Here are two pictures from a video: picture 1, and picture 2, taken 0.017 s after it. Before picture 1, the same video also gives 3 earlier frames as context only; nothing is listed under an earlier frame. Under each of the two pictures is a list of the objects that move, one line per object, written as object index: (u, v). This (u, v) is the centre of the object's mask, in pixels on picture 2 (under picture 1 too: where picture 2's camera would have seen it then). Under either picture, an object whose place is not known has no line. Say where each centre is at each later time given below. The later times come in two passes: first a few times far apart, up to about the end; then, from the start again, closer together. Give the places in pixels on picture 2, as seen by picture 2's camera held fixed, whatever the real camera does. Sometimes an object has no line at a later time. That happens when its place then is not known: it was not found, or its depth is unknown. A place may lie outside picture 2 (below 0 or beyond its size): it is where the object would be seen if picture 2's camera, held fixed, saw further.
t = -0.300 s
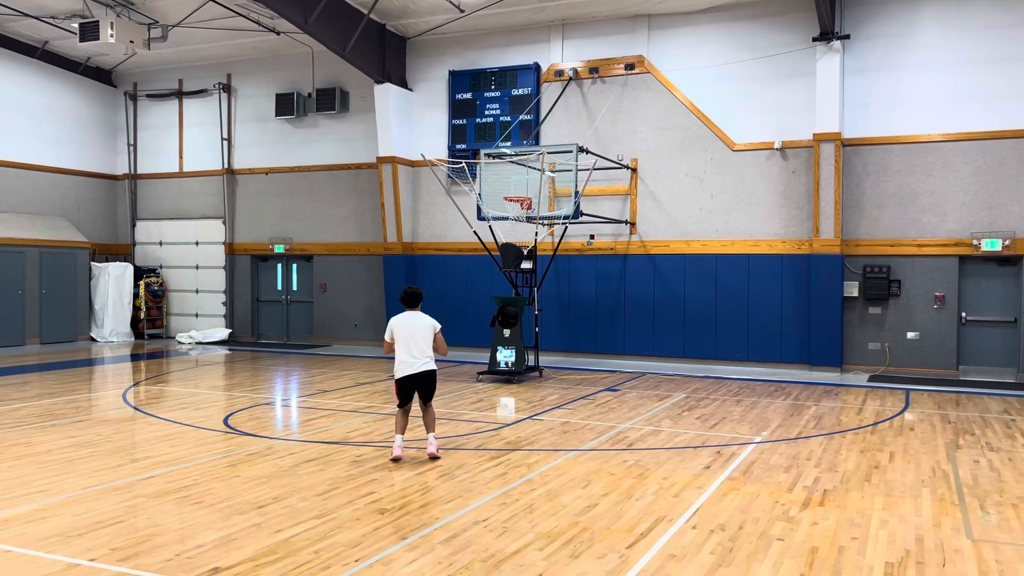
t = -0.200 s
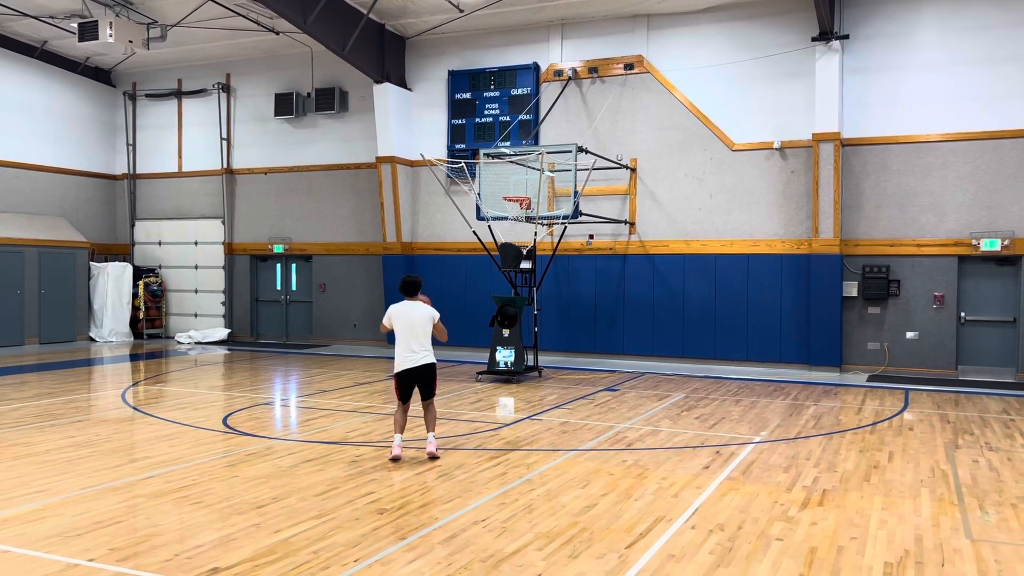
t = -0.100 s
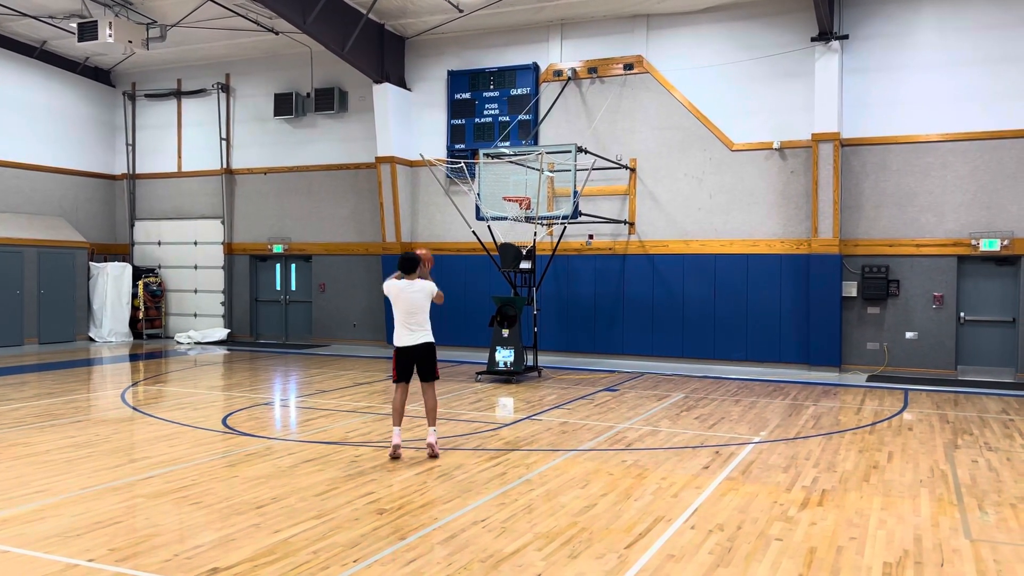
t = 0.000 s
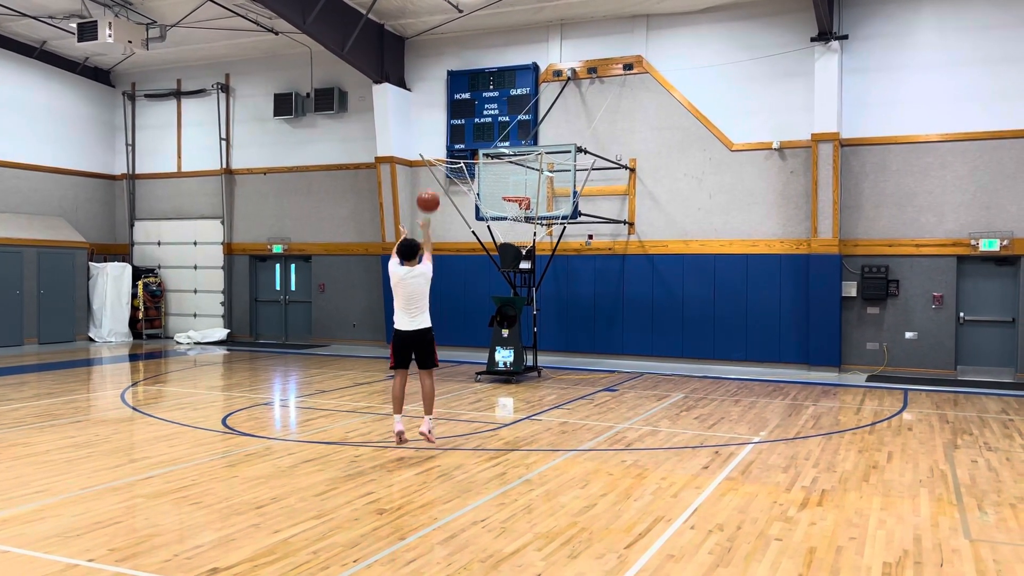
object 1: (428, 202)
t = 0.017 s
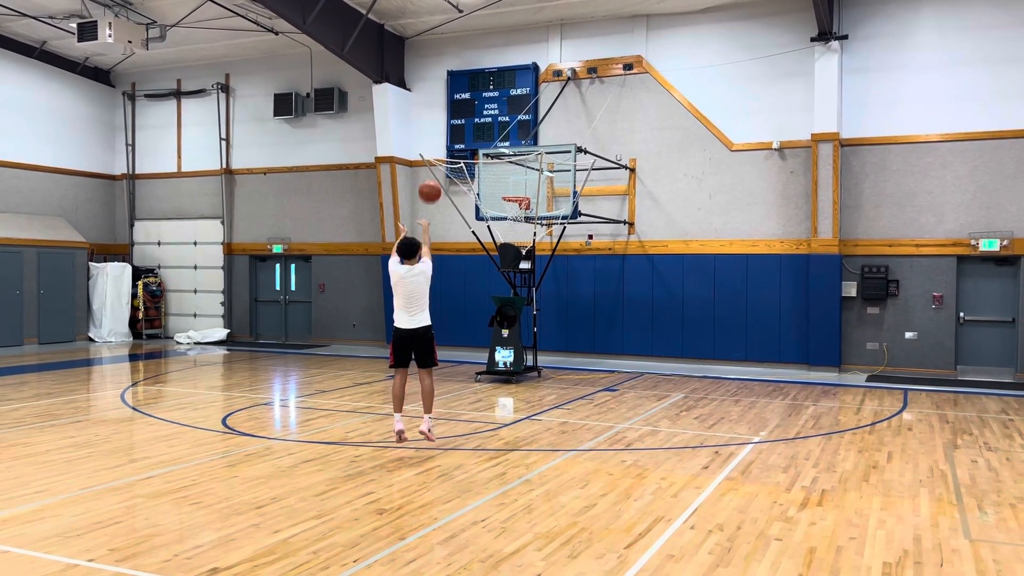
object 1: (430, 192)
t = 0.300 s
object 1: (454, 86)
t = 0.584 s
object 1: (474, 61)
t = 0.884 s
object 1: (490, 98)
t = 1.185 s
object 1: (503, 179)
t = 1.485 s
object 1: (525, 179)
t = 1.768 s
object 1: (525, 196)
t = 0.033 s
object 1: (432, 182)
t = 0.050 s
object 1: (433, 174)
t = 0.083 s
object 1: (436, 157)
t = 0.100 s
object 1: (438, 150)
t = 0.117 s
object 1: (439, 143)
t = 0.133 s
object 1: (441, 136)
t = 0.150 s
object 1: (442, 130)
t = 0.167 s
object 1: (444, 123)
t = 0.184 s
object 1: (445, 117)
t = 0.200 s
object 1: (447, 112)
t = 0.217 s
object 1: (448, 107)
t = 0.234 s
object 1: (449, 102)
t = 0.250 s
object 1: (451, 98)
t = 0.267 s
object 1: (452, 93)
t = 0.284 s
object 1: (453, 89)
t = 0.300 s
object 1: (454, 86)
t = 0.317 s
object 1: (456, 82)
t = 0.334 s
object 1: (457, 79)
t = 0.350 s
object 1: (458, 76)
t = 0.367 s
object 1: (459, 73)
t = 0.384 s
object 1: (461, 71)
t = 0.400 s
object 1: (462, 69)
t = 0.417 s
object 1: (463, 67)
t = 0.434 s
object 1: (464, 66)
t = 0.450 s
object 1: (465, 64)
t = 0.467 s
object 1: (467, 63)
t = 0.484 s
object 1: (468, 62)
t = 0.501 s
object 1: (469, 61)
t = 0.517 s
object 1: (470, 61)
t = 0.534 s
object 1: (471, 61)
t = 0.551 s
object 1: (472, 61)
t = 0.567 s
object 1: (473, 61)
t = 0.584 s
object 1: (474, 61)
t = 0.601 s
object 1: (475, 62)
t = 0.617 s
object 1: (476, 63)
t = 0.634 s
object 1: (477, 64)
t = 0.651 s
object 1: (478, 65)
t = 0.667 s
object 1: (479, 66)
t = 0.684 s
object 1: (480, 67)
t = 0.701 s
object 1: (481, 69)
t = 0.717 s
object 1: (482, 71)
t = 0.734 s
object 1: (483, 73)
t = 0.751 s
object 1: (483, 75)
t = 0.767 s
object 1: (484, 78)
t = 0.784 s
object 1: (485, 80)
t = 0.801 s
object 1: (486, 83)
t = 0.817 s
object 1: (487, 85)
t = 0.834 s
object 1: (488, 88)
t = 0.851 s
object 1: (489, 91)
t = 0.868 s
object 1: (489, 94)
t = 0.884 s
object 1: (490, 98)
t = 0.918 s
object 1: (492, 105)
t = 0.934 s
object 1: (492, 109)
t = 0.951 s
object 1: (494, 112)
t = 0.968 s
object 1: (494, 116)
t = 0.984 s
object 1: (495, 121)
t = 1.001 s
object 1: (495, 126)
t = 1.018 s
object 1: (496, 129)
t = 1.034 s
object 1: (497, 134)
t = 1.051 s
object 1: (498, 139)
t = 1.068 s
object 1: (498, 143)
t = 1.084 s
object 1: (498, 148)
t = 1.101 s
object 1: (500, 153)
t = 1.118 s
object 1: (500, 157)
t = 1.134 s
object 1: (501, 163)
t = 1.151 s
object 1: (502, 168)
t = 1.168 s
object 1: (502, 174)
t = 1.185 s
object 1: (503, 179)
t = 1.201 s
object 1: (504, 184)
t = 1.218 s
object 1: (504, 190)
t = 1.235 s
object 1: (506, 191)
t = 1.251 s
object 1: (508, 190)
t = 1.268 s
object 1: (511, 190)
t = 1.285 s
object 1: (513, 189)
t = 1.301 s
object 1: (516, 188)
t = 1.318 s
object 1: (518, 187)
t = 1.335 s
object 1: (521, 187)
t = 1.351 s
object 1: (523, 187)
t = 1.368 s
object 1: (524, 185)
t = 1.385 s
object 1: (524, 184)
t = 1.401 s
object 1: (524, 183)
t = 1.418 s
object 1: (524, 182)
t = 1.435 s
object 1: (524, 181)
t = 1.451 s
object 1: (525, 180)
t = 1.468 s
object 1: (525, 179)
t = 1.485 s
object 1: (525, 179)
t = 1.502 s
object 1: (525, 179)
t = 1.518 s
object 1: (525, 178)
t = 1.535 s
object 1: (525, 178)
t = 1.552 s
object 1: (525, 178)
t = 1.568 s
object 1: (525, 179)
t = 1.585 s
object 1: (525, 179)
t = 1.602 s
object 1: (525, 179)
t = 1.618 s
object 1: (525, 180)
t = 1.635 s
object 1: (525, 181)
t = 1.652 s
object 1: (525, 183)
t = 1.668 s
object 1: (525, 183)
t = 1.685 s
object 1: (525, 185)
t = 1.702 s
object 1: (525, 187)
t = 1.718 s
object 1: (525, 189)
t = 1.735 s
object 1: (525, 191)
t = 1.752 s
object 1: (525, 193)
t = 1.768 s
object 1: (525, 196)
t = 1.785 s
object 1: (525, 198)
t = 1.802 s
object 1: (525, 201)
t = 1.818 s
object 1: (525, 203)
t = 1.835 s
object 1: (525, 206)
